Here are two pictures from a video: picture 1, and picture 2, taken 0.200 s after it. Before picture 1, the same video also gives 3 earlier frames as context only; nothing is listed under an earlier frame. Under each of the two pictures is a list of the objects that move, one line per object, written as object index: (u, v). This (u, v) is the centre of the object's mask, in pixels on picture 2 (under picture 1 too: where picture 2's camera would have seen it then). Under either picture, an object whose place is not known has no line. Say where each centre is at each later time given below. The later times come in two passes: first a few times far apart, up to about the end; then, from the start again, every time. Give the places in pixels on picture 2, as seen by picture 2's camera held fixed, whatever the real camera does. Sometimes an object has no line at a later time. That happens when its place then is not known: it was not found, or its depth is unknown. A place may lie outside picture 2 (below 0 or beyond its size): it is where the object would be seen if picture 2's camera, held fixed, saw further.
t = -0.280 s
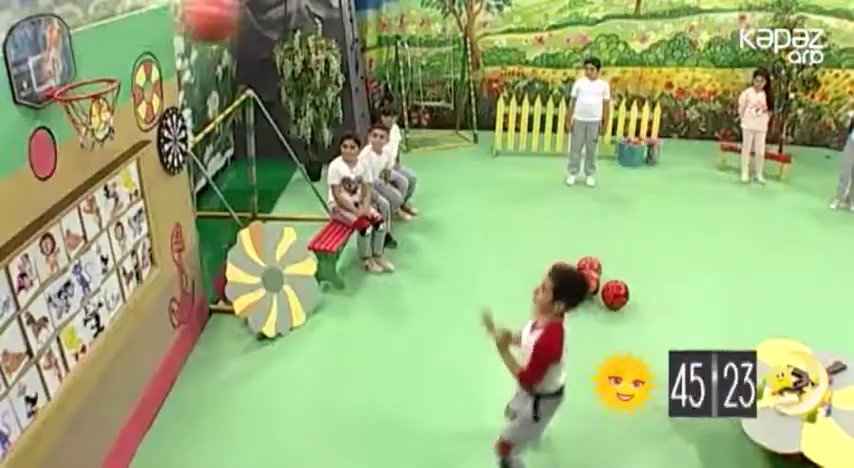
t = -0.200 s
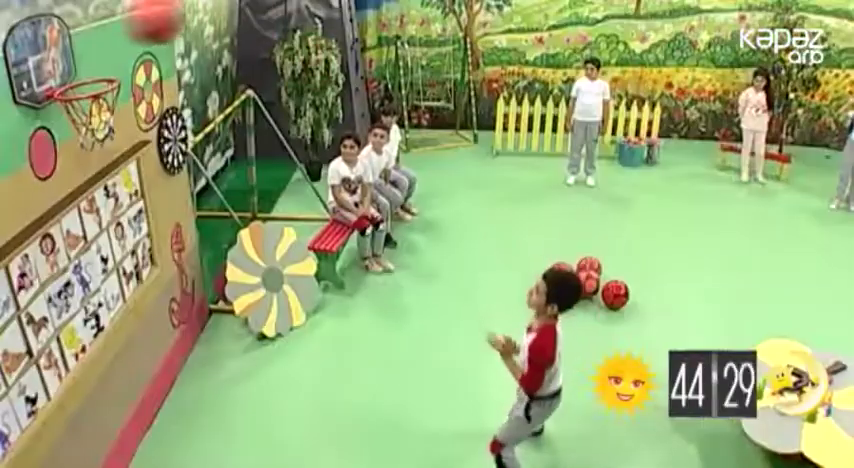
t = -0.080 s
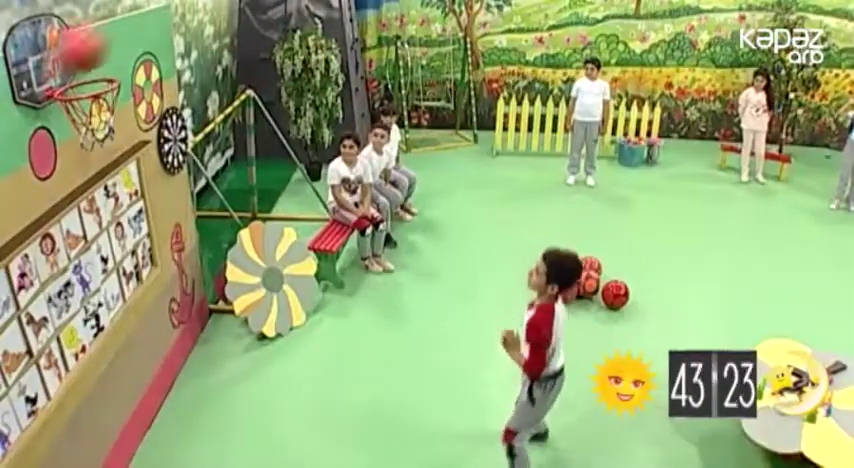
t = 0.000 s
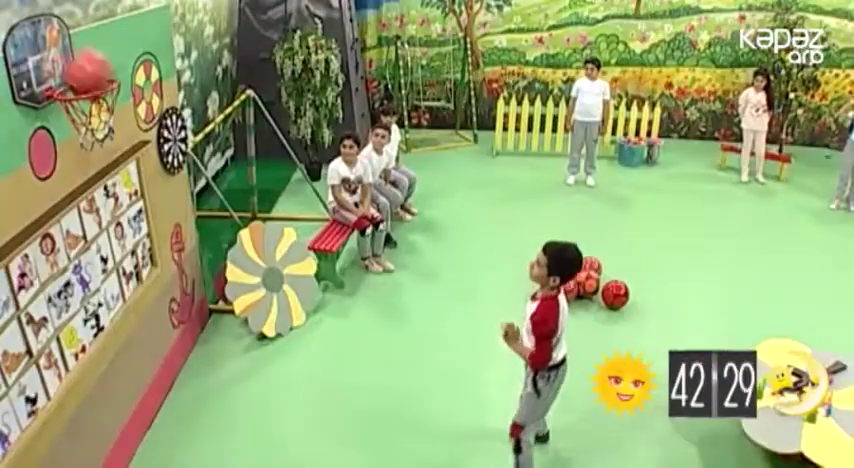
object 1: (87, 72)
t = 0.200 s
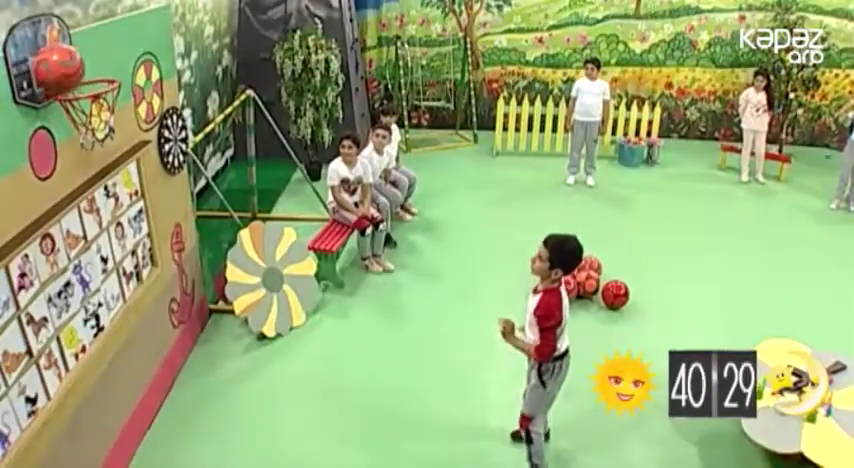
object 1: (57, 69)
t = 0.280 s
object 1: (61, 70)
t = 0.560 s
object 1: (91, 115)
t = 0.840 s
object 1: (146, 285)
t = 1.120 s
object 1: (186, 387)
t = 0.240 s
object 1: (59, 69)
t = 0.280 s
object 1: (61, 70)
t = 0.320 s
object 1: (65, 71)
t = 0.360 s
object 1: (67, 72)
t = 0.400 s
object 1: (72, 74)
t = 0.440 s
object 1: (77, 78)
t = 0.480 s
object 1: (82, 86)
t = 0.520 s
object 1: (87, 103)
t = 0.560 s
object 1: (91, 115)
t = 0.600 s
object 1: (99, 130)
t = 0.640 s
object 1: (106, 154)
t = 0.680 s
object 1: (112, 171)
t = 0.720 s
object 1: (117, 197)
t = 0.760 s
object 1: (127, 224)
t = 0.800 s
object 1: (134, 252)
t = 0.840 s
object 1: (146, 285)
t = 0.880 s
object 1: (150, 317)
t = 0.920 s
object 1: (155, 341)
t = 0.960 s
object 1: (171, 376)
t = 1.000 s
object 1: (182, 413)
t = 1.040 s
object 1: (189, 431)
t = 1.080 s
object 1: (187, 408)
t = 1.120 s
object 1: (186, 387)
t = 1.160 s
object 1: (187, 364)
